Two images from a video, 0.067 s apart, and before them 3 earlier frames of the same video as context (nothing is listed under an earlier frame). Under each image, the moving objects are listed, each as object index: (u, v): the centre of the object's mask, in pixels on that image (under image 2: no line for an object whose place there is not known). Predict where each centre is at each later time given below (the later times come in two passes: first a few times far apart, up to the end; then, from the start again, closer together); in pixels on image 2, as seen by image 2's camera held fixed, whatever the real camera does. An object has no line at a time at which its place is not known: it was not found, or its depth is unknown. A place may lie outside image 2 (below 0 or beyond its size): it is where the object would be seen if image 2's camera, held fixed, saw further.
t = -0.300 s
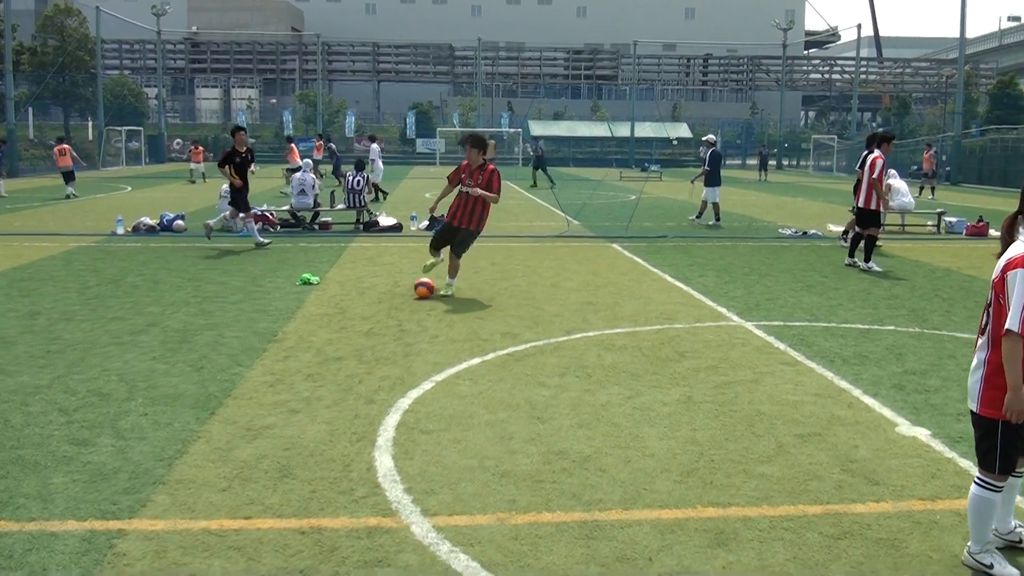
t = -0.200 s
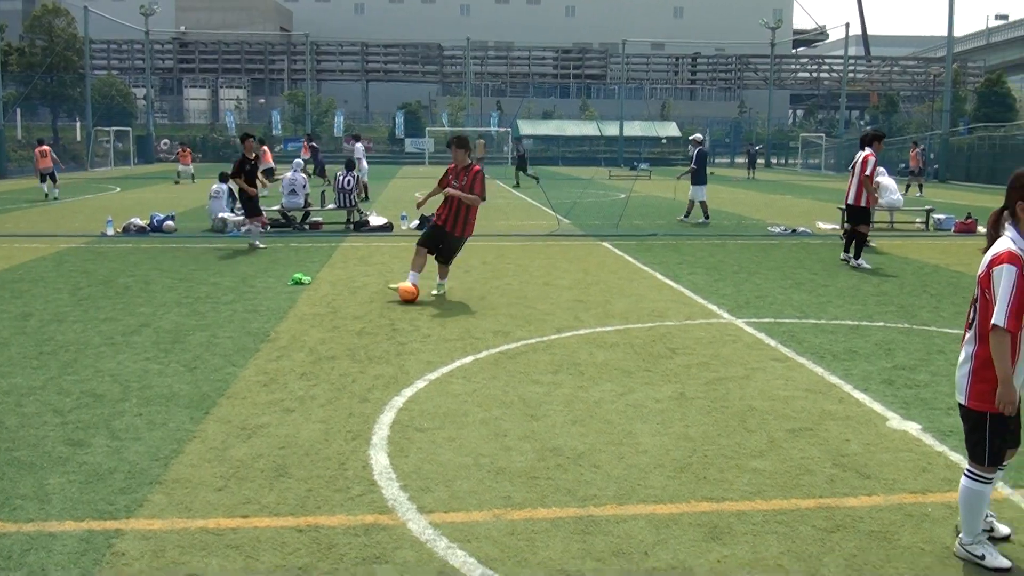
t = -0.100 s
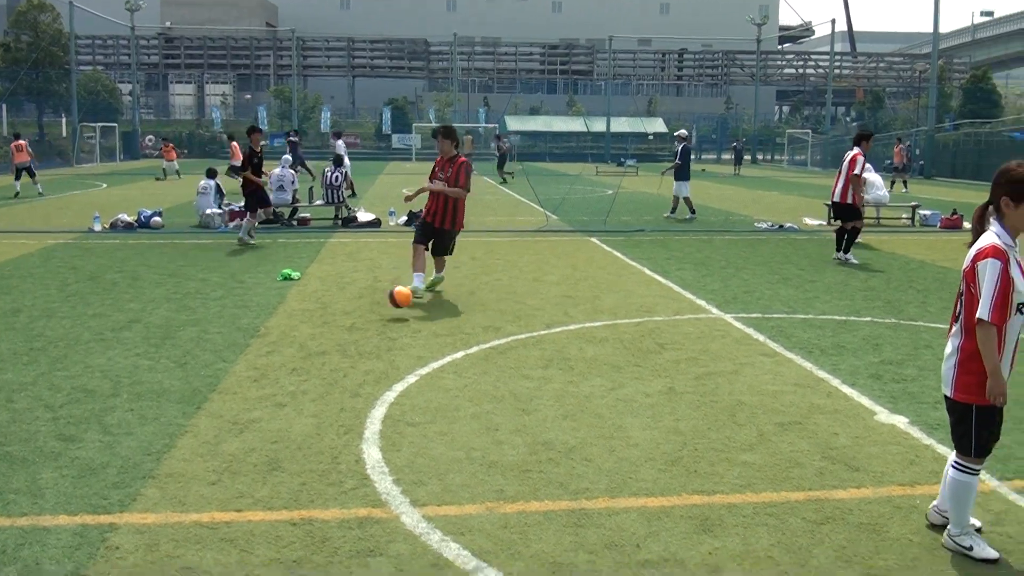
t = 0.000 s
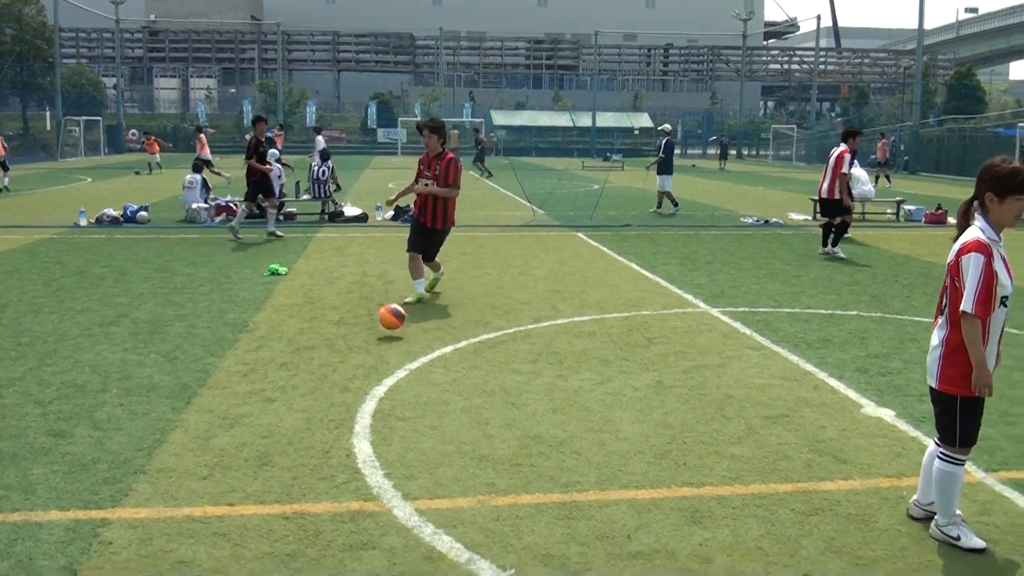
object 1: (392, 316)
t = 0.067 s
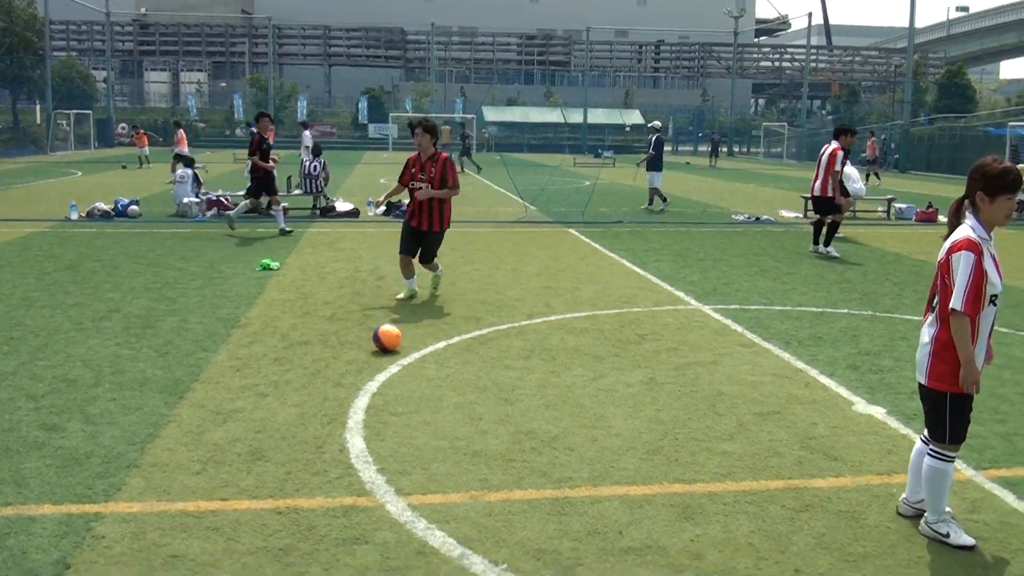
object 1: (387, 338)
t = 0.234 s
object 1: (394, 384)
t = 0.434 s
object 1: (407, 480)
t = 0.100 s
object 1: (387, 342)
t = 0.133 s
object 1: (389, 349)
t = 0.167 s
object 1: (390, 357)
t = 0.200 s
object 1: (392, 369)
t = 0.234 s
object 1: (394, 384)
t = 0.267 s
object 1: (395, 401)
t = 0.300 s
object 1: (397, 411)
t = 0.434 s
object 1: (407, 480)
